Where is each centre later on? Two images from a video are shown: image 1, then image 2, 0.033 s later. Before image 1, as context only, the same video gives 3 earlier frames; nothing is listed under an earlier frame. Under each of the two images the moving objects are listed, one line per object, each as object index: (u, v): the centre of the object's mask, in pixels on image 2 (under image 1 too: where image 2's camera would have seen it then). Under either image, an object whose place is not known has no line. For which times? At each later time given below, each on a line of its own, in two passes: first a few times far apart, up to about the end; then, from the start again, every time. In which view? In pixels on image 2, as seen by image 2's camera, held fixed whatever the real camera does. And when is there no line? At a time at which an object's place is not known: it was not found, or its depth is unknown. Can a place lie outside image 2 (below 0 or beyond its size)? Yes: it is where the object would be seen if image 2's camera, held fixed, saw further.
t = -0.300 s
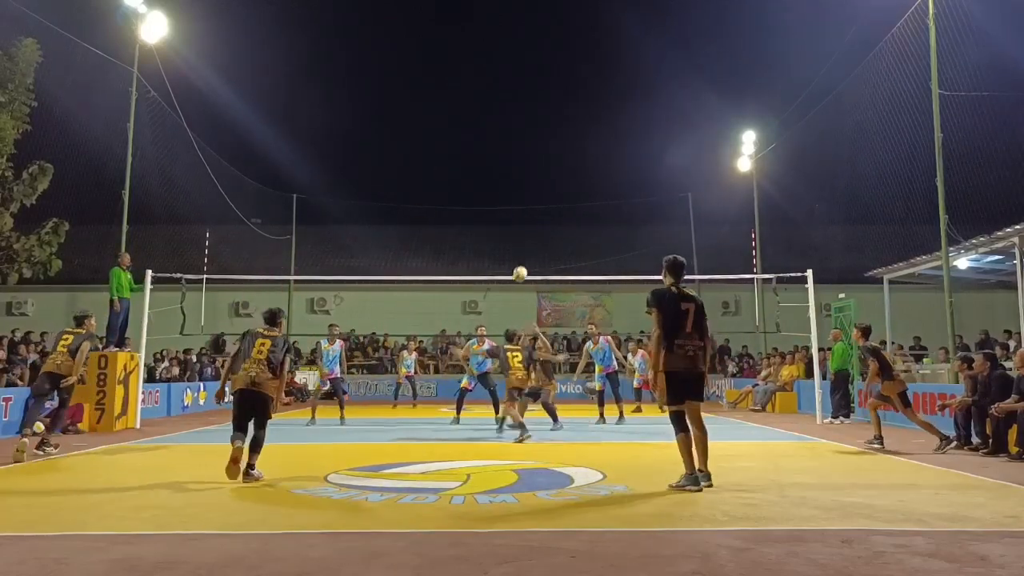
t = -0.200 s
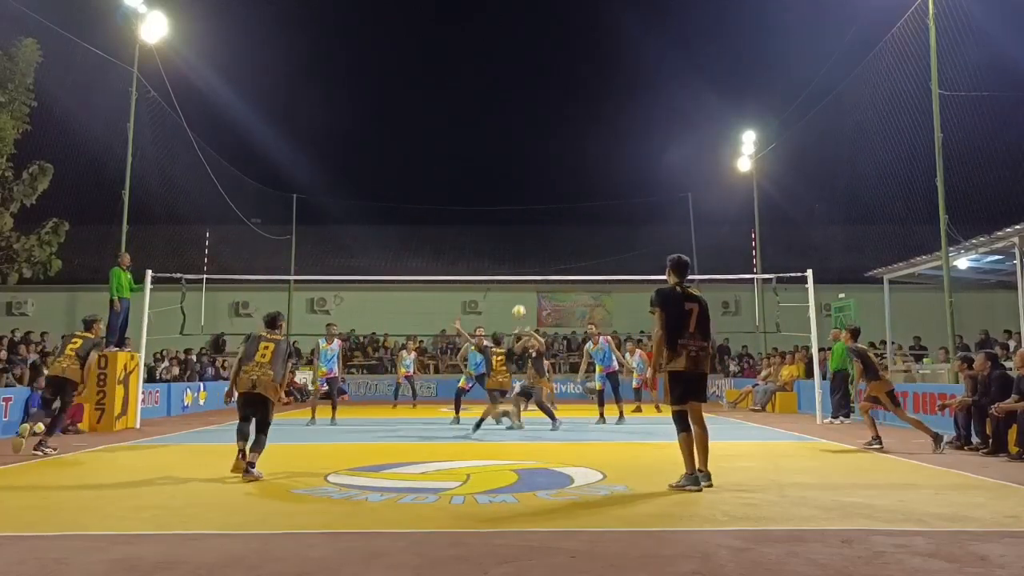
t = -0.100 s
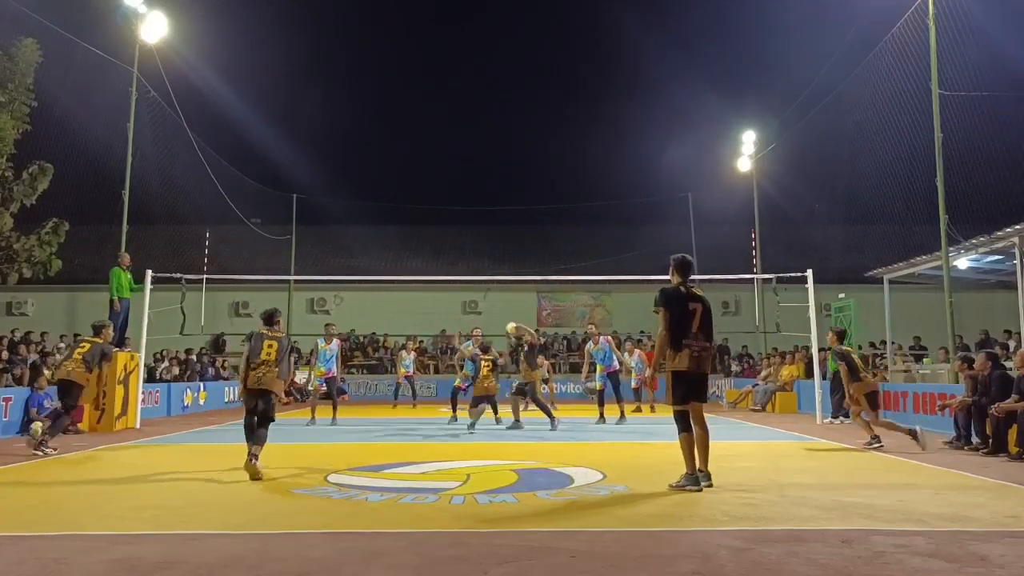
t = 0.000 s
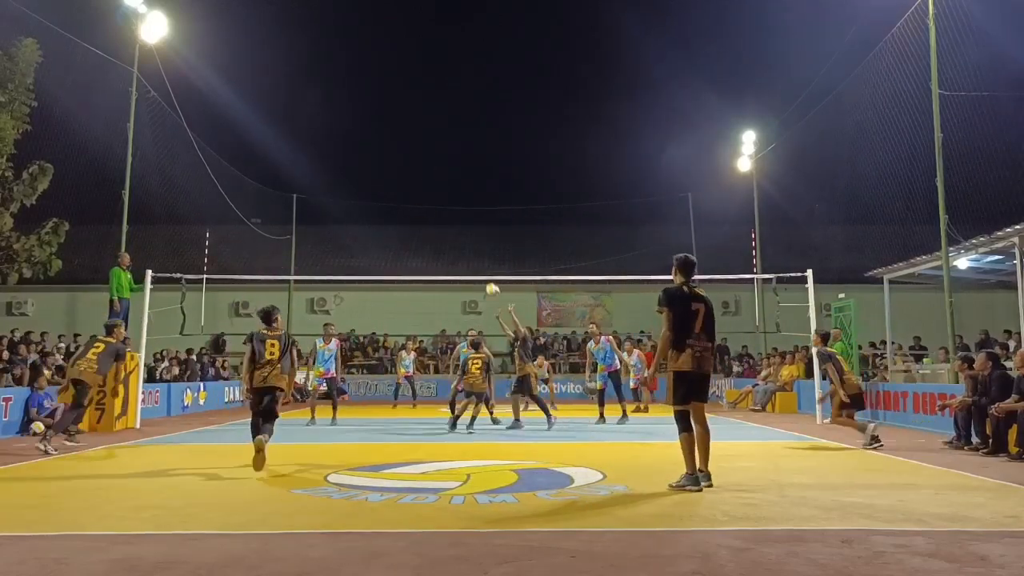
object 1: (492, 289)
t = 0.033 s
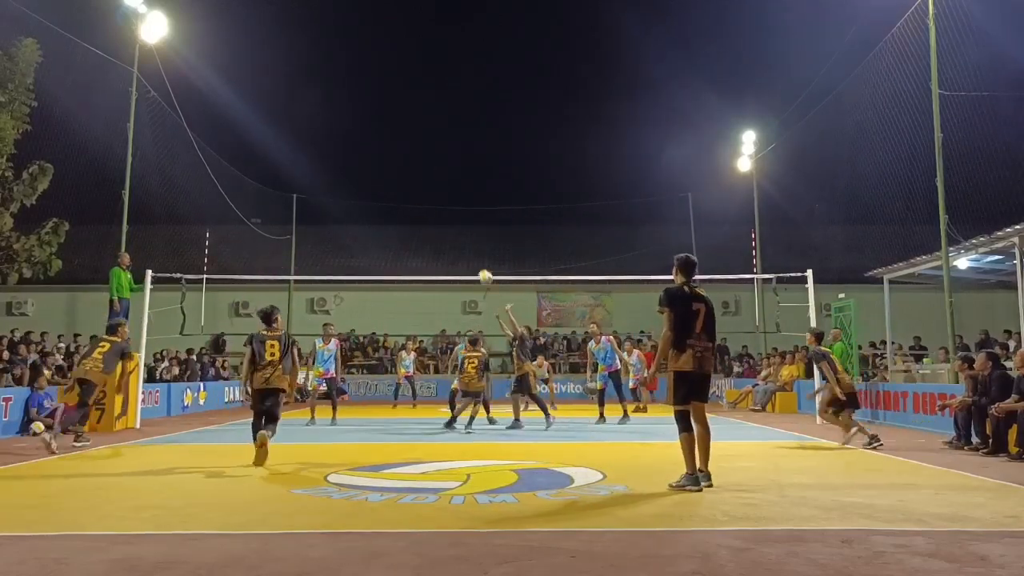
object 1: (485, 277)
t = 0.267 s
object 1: (437, 206)
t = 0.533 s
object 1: (383, 169)
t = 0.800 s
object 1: (331, 175)
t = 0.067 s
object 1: (478, 265)
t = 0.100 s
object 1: (471, 253)
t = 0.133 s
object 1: (464, 242)
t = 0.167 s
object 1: (457, 232)
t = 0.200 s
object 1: (450, 222)
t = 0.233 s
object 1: (444, 214)
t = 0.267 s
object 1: (437, 206)
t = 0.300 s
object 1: (430, 199)
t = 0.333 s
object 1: (423, 193)
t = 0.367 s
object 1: (417, 187)
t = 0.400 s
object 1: (410, 182)
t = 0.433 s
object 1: (403, 178)
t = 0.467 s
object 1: (397, 174)
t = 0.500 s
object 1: (390, 172)
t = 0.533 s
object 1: (383, 169)
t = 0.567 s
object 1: (377, 168)
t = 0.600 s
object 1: (370, 167)
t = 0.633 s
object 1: (364, 167)
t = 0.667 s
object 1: (357, 167)
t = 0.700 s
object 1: (350, 168)
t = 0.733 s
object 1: (344, 170)
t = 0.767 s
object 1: (337, 172)
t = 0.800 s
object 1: (331, 175)
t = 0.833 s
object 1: (324, 179)
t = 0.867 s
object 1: (318, 183)
